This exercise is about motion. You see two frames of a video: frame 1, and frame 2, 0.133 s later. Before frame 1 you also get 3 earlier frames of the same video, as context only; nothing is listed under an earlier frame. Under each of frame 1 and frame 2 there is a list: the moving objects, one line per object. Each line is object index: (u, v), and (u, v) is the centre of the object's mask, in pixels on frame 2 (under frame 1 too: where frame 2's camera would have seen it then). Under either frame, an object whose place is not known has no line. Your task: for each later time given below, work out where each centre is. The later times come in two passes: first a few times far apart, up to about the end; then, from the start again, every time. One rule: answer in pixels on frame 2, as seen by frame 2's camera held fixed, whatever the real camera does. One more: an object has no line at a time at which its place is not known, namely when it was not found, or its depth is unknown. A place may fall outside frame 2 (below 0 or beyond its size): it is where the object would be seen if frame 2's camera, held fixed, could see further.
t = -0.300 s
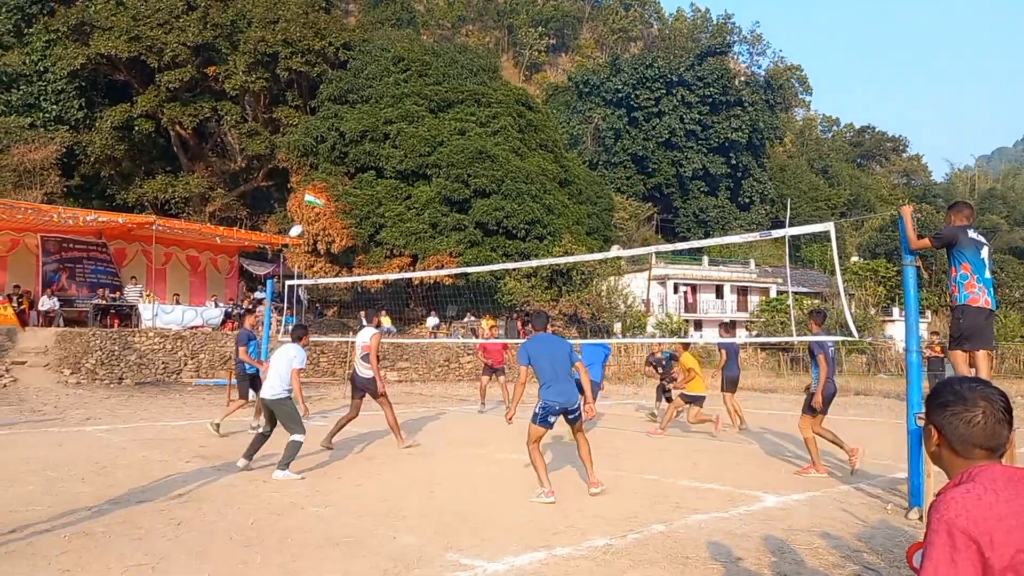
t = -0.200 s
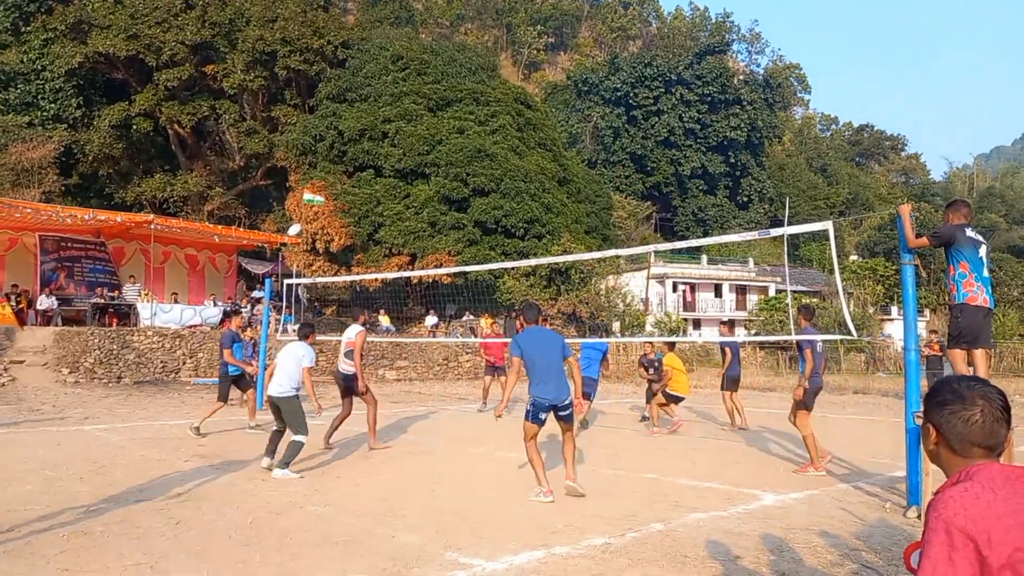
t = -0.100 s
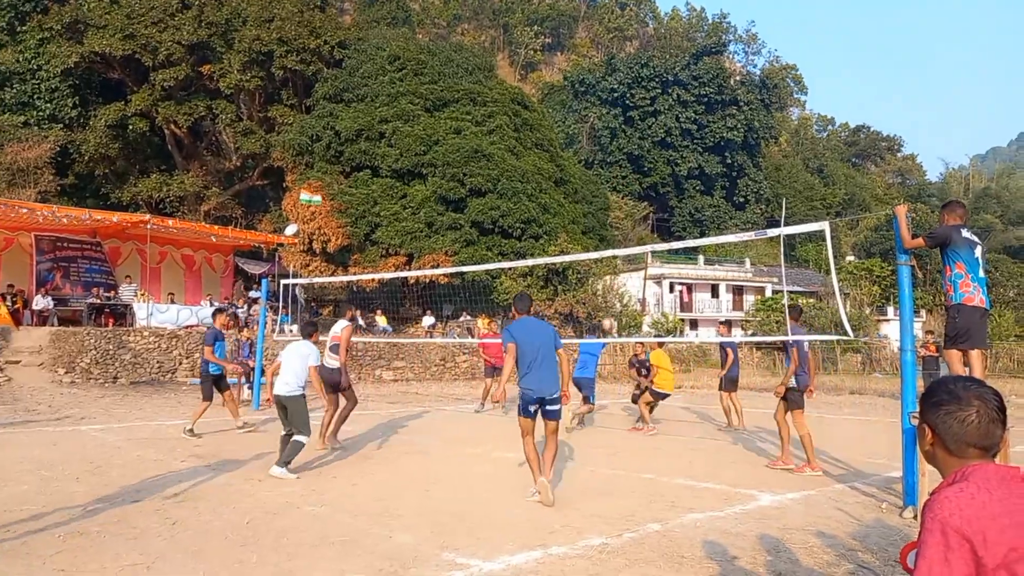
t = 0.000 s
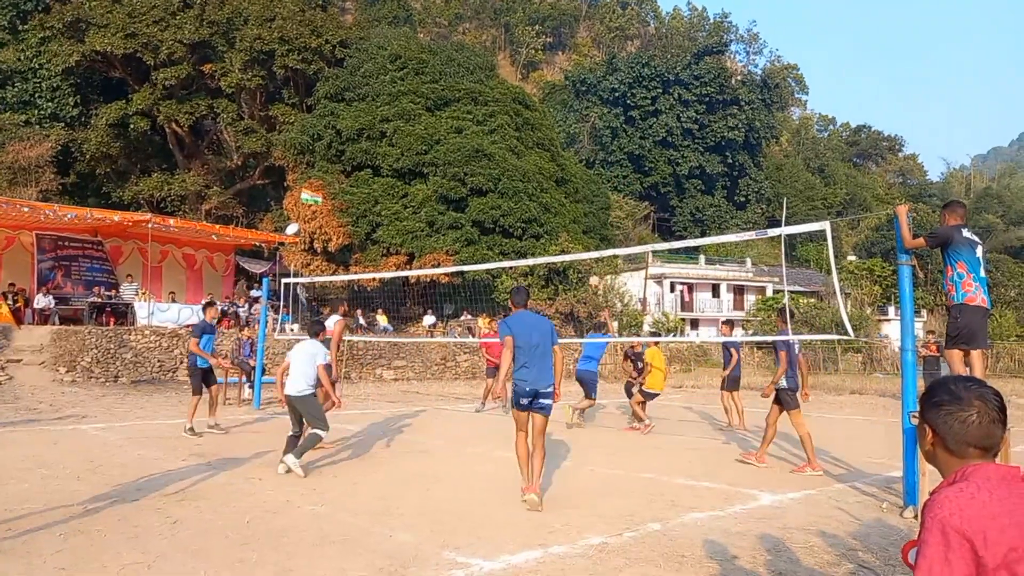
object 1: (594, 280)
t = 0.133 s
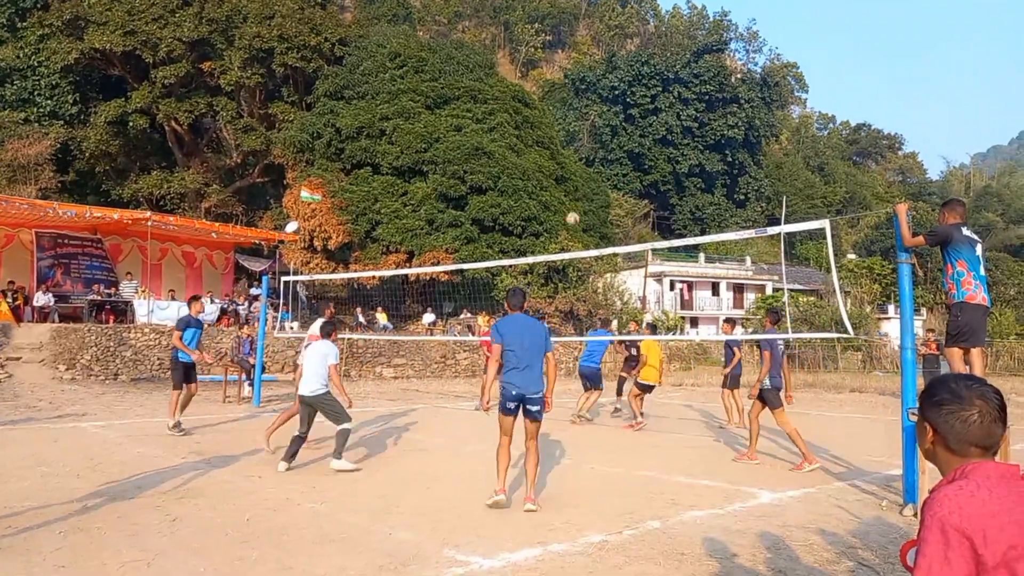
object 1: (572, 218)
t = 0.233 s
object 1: (557, 178)
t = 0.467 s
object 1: (519, 107)
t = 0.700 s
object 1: (481, 69)
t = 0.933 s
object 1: (443, 68)
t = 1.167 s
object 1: (403, 109)
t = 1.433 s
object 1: (356, 217)
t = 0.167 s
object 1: (568, 204)
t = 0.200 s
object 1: (562, 191)
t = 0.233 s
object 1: (557, 178)
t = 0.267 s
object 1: (552, 166)
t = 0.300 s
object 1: (546, 154)
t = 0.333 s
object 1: (541, 144)
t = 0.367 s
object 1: (536, 133)
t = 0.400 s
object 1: (531, 124)
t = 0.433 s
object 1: (525, 115)
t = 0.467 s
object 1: (519, 107)
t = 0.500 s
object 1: (514, 99)
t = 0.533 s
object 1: (509, 93)
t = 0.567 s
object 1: (503, 87)
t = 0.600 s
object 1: (498, 81)
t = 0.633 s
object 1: (492, 76)
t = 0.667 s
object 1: (487, 73)
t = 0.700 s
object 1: (481, 69)
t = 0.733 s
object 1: (476, 67)
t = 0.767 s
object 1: (470, 65)
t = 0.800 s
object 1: (466, 65)
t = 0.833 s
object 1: (460, 64)
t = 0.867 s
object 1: (454, 65)
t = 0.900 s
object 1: (448, 65)
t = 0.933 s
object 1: (443, 68)
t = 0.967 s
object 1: (438, 72)
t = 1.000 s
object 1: (431, 74)
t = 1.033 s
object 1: (426, 78)
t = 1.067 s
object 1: (419, 85)
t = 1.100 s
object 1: (414, 92)
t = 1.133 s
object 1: (408, 100)
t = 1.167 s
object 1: (403, 109)
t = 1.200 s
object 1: (398, 119)
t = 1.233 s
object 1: (391, 129)
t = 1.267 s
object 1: (386, 140)
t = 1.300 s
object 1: (379, 154)
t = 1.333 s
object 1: (373, 168)
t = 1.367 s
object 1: (367, 183)
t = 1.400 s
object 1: (362, 201)
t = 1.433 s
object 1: (356, 217)
